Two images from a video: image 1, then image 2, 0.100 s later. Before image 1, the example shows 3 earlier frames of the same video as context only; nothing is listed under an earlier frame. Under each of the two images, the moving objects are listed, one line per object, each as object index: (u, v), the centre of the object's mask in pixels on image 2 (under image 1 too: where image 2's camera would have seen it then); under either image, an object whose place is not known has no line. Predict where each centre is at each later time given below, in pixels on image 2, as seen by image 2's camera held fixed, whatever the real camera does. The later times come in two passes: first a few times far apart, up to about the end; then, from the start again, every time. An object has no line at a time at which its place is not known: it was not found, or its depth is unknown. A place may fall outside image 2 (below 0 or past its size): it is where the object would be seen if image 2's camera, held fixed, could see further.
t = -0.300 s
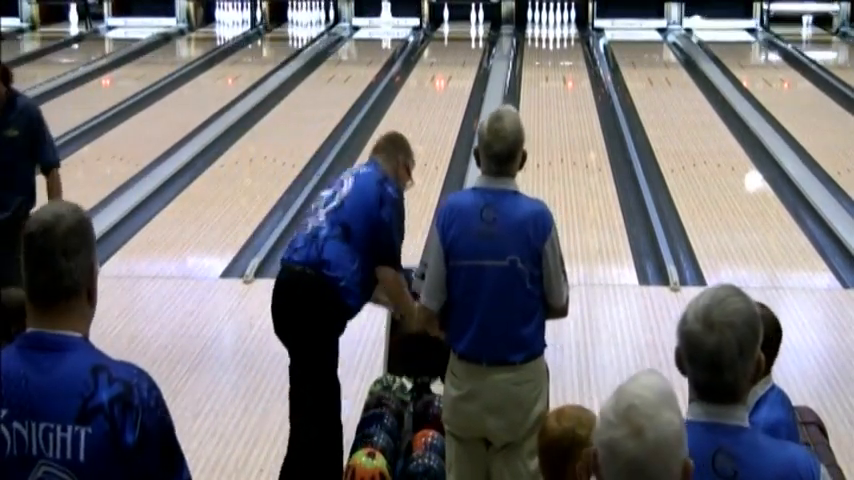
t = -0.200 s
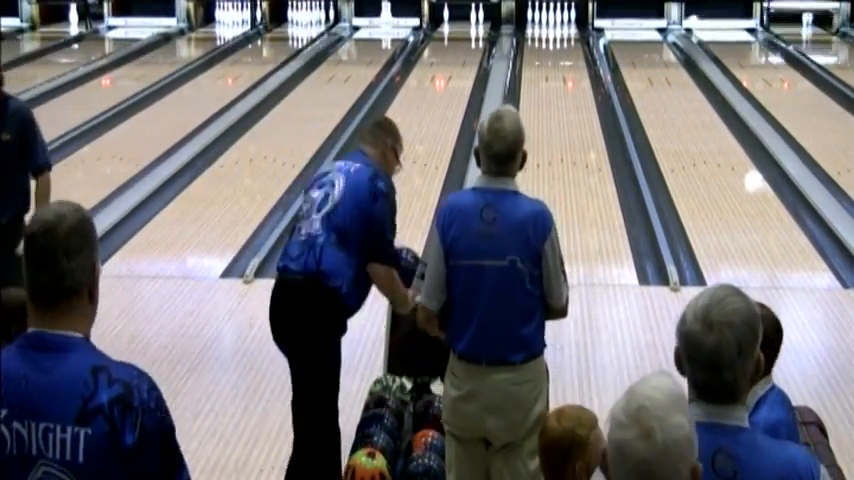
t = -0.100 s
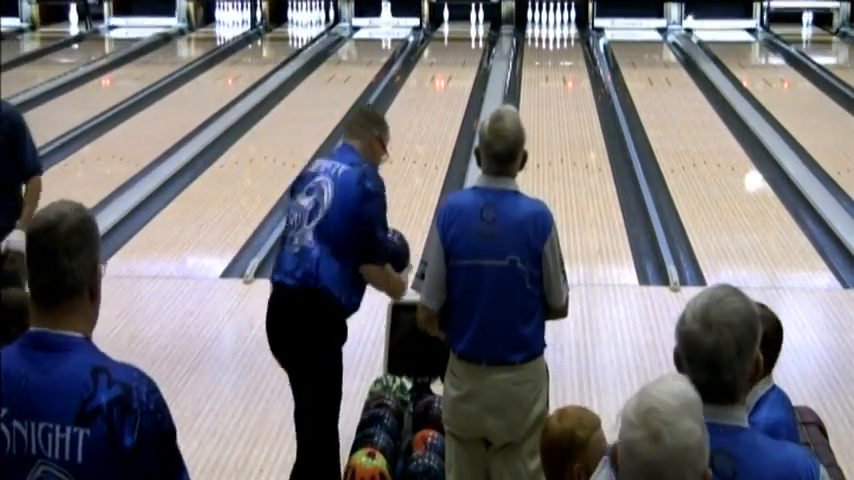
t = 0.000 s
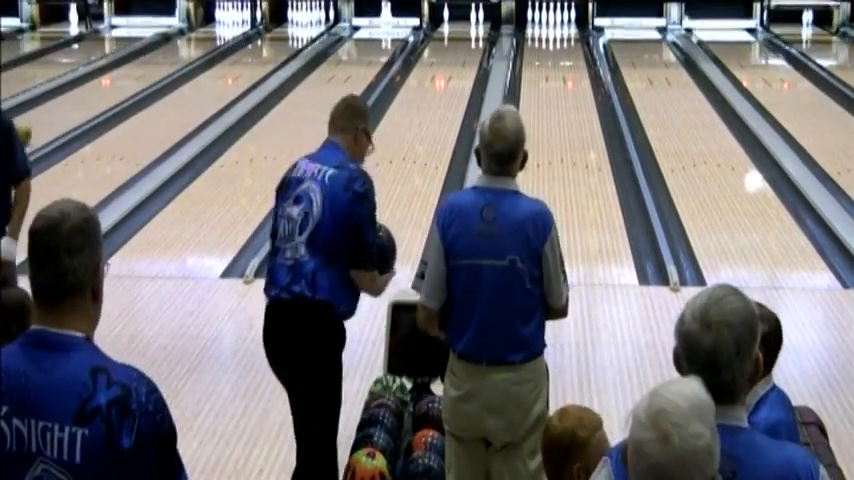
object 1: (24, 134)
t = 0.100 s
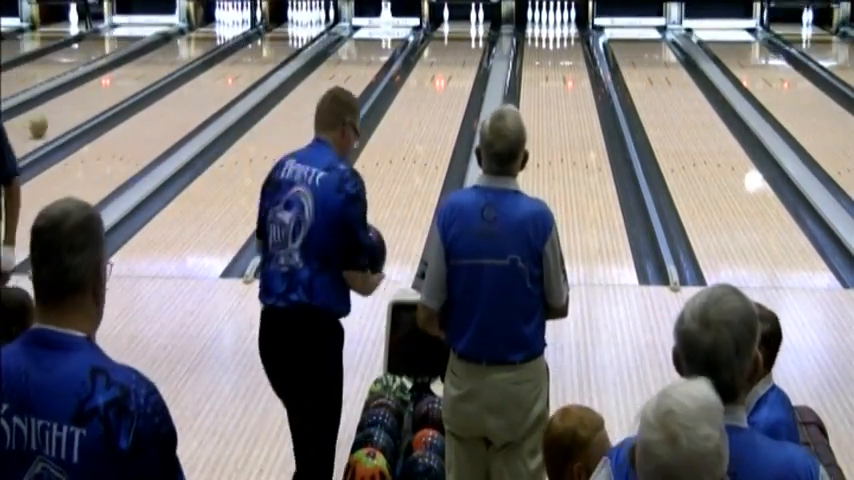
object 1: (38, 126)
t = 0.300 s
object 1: (66, 114)
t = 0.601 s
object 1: (103, 95)
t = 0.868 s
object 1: (131, 81)
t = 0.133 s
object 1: (43, 125)
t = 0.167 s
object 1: (48, 122)
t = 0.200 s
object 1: (52, 119)
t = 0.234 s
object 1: (57, 118)
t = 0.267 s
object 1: (61, 116)
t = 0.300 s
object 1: (66, 114)
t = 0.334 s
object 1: (71, 111)
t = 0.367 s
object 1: (75, 109)
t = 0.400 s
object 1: (79, 107)
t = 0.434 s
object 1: (83, 105)
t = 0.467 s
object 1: (87, 103)
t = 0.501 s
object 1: (92, 101)
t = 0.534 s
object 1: (96, 99)
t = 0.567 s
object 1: (100, 97)
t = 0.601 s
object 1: (103, 95)
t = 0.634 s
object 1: (107, 93)
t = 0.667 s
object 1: (110, 91)
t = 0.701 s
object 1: (114, 89)
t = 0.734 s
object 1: (117, 88)
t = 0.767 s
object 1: (121, 85)
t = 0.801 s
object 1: (124, 83)
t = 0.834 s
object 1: (128, 82)
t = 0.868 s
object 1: (131, 81)
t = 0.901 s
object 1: (134, 79)
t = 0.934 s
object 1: (137, 77)
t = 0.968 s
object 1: (140, 75)
